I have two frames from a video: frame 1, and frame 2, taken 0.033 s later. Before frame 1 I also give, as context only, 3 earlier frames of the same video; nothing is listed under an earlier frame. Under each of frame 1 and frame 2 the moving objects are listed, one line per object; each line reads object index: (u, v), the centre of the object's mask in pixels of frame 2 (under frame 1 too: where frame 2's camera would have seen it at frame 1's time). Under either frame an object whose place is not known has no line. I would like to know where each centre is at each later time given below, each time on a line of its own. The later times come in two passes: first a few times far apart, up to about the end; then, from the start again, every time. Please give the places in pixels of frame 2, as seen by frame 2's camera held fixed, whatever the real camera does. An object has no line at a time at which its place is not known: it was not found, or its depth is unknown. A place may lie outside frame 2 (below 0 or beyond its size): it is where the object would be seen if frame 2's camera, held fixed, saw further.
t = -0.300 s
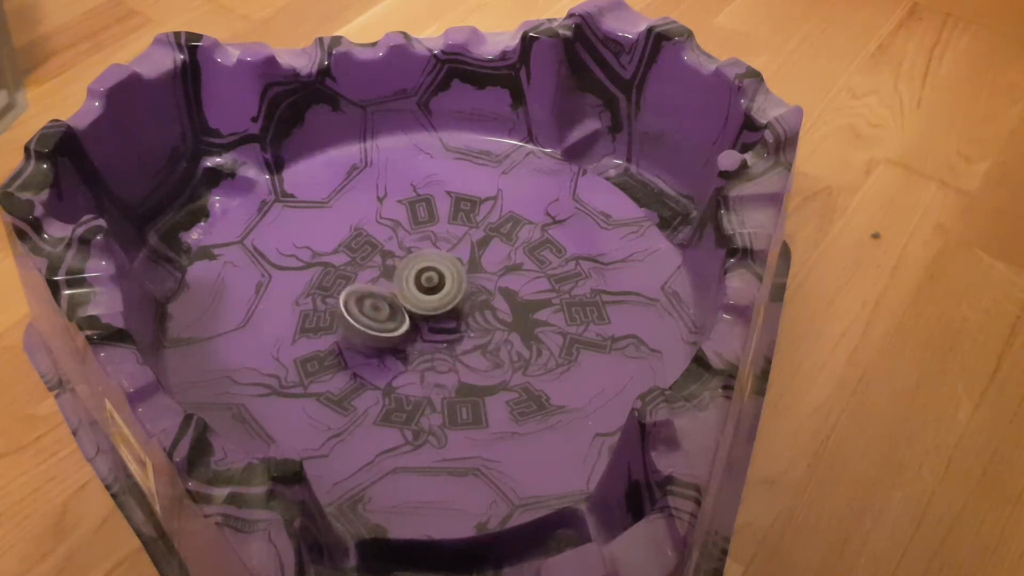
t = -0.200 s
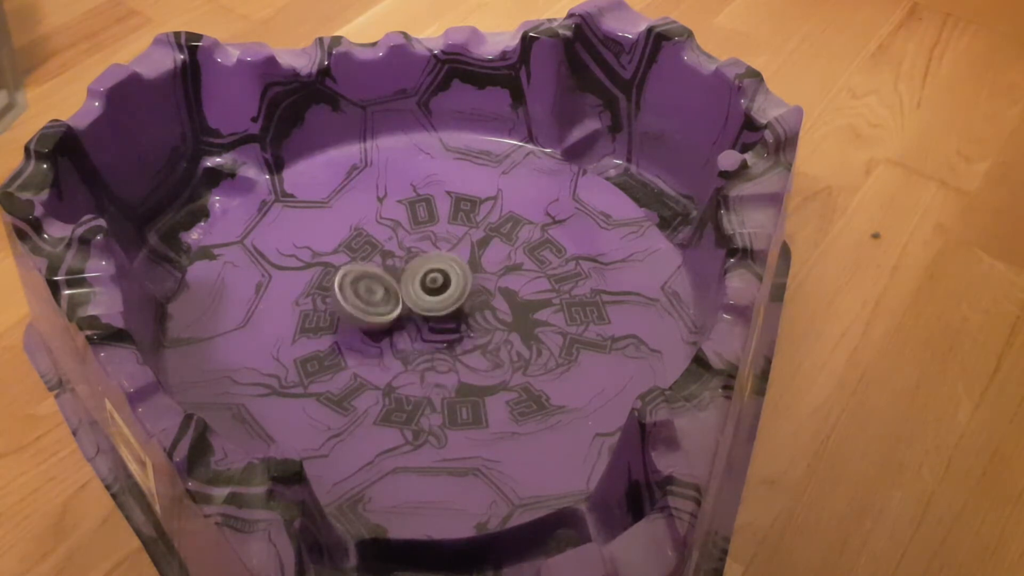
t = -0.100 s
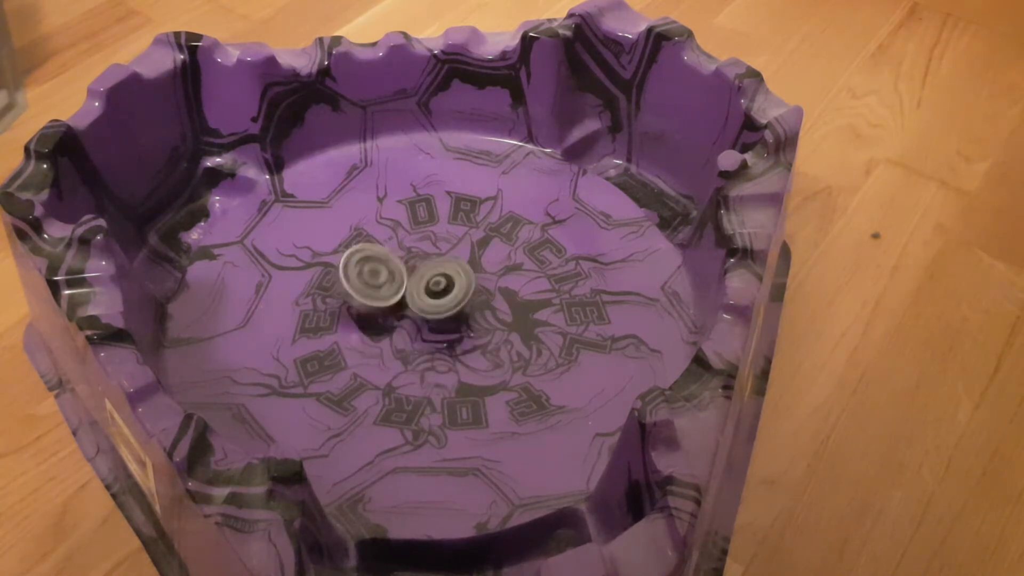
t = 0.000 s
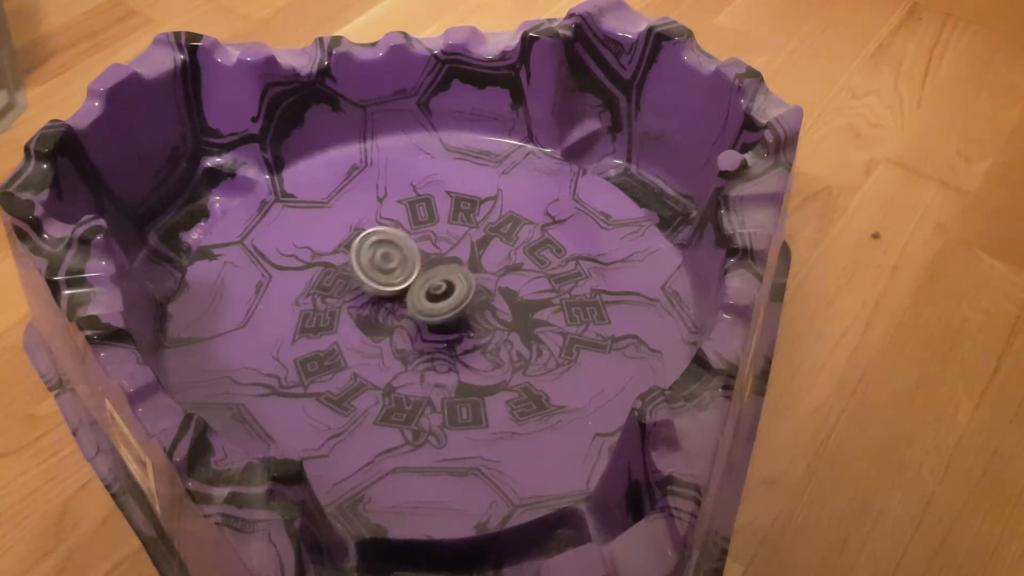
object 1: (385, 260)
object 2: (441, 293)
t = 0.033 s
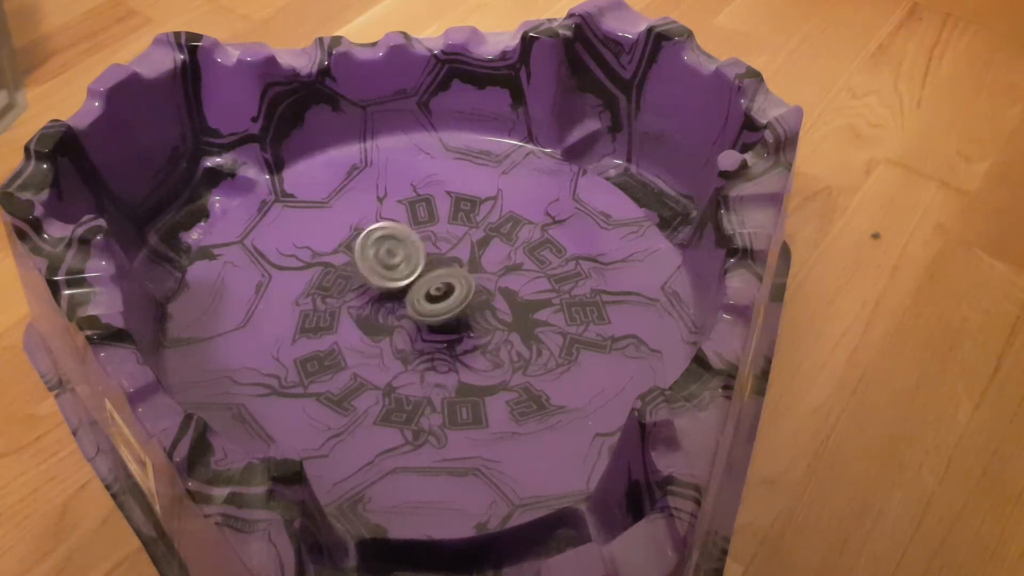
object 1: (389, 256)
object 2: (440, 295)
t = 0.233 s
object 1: (430, 241)
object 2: (432, 304)
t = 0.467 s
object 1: (478, 255)
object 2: (420, 298)
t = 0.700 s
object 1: (497, 295)
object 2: (423, 287)
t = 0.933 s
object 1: (468, 334)
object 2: (435, 287)
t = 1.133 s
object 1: (419, 346)
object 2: (439, 293)
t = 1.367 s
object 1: (372, 324)
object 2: (435, 298)
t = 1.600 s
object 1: (372, 280)
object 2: (430, 296)
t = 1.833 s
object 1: (414, 248)
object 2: (431, 296)
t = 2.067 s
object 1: (467, 254)
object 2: (434, 300)
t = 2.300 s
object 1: (495, 292)
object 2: (432, 302)
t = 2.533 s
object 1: (467, 332)
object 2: (422, 296)
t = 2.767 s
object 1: (409, 338)
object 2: (423, 284)
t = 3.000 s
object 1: (371, 308)
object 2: (435, 280)
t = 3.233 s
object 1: (372, 255)
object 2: (459, 298)
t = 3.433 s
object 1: (406, 237)
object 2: (458, 299)
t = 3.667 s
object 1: (458, 247)
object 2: (454, 301)
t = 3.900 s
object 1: (523, 278)
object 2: (452, 298)
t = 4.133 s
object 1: (571, 279)
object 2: (453, 297)
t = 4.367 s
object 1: (566, 293)
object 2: (454, 297)
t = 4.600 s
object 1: (507, 344)
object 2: (448, 296)
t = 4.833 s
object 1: (502, 375)
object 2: (449, 297)
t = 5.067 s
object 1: (507, 365)
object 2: (449, 297)
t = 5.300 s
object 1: (474, 367)
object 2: (447, 295)
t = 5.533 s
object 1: (465, 373)
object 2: (446, 294)
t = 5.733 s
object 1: (479, 359)
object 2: (448, 296)
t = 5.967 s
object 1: (491, 361)
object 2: (445, 294)
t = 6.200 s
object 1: (469, 362)
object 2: (443, 293)
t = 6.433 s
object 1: (465, 367)
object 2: (442, 295)
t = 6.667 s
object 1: (483, 357)
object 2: (444, 294)
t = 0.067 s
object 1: (396, 252)
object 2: (440, 297)
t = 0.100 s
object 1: (402, 248)
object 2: (439, 299)
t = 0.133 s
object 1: (408, 245)
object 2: (438, 301)
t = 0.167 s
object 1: (415, 243)
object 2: (435, 302)
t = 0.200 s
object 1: (422, 241)
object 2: (433, 303)
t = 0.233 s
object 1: (430, 241)
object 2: (432, 304)
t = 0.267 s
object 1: (437, 241)
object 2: (430, 305)
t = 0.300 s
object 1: (444, 242)
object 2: (428, 304)
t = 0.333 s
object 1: (451, 243)
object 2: (427, 304)
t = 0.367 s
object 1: (458, 245)
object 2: (425, 303)
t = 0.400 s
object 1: (466, 247)
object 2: (423, 302)
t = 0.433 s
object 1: (472, 251)
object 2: (422, 300)
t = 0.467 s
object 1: (478, 255)
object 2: (420, 298)
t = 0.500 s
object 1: (483, 260)
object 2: (419, 296)
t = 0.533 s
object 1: (488, 264)
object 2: (419, 295)
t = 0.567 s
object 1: (492, 269)
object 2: (419, 293)
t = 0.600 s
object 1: (494, 276)
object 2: (420, 291)
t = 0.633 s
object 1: (497, 282)
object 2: (421, 290)
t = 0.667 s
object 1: (497, 289)
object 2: (421, 288)
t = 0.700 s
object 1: (497, 295)
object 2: (423, 287)
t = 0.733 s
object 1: (496, 301)
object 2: (425, 286)
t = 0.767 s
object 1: (494, 307)
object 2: (426, 285)
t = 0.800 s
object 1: (490, 314)
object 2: (428, 285)
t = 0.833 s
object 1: (485, 320)
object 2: (430, 286)
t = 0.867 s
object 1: (480, 325)
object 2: (431, 286)
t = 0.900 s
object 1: (475, 330)
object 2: (433, 287)
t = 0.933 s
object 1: (468, 334)
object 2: (435, 287)
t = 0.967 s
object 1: (461, 338)
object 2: (435, 288)
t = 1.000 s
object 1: (453, 342)
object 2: (437, 289)
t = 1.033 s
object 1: (446, 344)
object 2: (438, 289)
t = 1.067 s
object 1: (436, 346)
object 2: (438, 291)
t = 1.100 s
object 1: (429, 346)
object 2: (439, 292)
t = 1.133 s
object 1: (419, 346)
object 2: (439, 293)
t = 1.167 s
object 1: (411, 345)
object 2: (439, 295)
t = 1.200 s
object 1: (403, 344)
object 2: (437, 296)
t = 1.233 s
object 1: (395, 341)
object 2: (437, 297)
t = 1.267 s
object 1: (387, 337)
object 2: (436, 297)
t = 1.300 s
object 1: (381, 334)
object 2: (436, 298)
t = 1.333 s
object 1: (376, 329)
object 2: (436, 297)
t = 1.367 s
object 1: (372, 324)
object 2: (435, 298)
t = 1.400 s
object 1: (369, 320)
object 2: (434, 298)
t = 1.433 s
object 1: (367, 313)
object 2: (433, 298)
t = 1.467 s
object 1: (366, 306)
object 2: (432, 298)
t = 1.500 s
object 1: (366, 300)
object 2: (432, 298)
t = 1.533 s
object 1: (366, 294)
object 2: (431, 298)
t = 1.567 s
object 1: (369, 287)
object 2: (430, 296)
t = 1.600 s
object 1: (372, 280)
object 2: (430, 296)
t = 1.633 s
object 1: (376, 274)
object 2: (429, 296)
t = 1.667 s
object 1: (381, 268)
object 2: (429, 296)
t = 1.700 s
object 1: (386, 262)
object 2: (430, 295)
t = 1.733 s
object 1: (393, 257)
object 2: (430, 296)
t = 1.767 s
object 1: (399, 253)
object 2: (430, 297)
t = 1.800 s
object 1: (408, 249)
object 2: (431, 296)
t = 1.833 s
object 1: (414, 248)
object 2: (431, 296)
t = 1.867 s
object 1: (423, 246)
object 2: (432, 297)
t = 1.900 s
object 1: (431, 246)
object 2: (433, 297)
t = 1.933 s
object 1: (439, 246)
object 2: (433, 298)
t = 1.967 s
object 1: (447, 247)
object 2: (434, 298)
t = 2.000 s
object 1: (454, 249)
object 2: (434, 299)
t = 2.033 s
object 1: (461, 251)
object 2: (434, 299)
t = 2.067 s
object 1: (467, 254)
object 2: (434, 300)
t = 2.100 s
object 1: (474, 258)
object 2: (435, 300)
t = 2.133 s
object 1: (480, 263)
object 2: (434, 300)
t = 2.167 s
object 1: (485, 268)
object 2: (434, 301)
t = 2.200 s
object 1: (489, 274)
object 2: (434, 301)
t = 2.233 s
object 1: (492, 279)
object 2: (434, 302)
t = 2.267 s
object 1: (494, 285)
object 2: (433, 302)
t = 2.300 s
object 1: (495, 292)
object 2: (432, 302)
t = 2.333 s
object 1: (495, 298)
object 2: (431, 302)
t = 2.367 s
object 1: (494, 304)
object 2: (429, 302)
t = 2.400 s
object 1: (490, 312)
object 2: (428, 301)
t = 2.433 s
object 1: (486, 318)
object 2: (426, 299)
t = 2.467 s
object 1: (480, 322)
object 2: (424, 298)
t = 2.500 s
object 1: (475, 328)
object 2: (423, 297)
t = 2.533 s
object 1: (467, 332)
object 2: (422, 296)
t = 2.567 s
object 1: (461, 336)
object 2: (420, 292)
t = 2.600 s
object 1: (452, 339)
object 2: (419, 290)
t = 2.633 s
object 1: (443, 341)
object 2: (419, 288)
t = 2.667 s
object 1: (432, 342)
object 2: (420, 287)
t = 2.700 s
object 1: (425, 341)
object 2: (420, 285)
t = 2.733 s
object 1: (416, 340)
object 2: (421, 284)
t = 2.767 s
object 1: (409, 338)
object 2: (423, 284)
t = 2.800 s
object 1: (399, 337)
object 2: (426, 281)
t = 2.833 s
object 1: (391, 335)
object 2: (429, 279)
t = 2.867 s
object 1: (384, 331)
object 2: (431, 279)
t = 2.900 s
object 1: (380, 326)
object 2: (433, 280)
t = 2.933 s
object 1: (375, 322)
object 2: (433, 280)
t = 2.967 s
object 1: (373, 314)
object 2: (434, 280)
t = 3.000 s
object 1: (371, 308)
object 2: (435, 280)
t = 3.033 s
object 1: (371, 302)
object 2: (437, 282)
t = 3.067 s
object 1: (369, 296)
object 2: (440, 284)
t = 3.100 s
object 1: (372, 289)
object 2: (441, 286)
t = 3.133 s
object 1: (373, 284)
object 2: (440, 287)
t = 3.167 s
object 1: (372, 274)
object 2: (450, 291)
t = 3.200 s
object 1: (370, 262)
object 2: (457, 296)
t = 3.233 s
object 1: (372, 255)
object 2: (459, 298)
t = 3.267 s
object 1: (376, 250)
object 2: (460, 300)
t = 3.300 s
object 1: (381, 245)
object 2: (460, 300)
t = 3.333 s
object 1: (387, 243)
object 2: (459, 300)
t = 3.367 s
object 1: (393, 240)
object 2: (459, 299)
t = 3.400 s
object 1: (400, 238)
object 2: (459, 298)
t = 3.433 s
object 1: (406, 237)
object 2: (458, 299)
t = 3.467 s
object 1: (414, 237)
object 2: (459, 299)
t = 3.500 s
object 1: (421, 237)
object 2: (459, 298)
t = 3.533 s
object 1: (428, 238)
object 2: (458, 298)
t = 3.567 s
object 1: (436, 240)
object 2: (458, 299)
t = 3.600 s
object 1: (443, 242)
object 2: (458, 300)
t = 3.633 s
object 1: (451, 245)
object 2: (456, 301)
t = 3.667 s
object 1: (458, 247)
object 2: (454, 301)
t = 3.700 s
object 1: (468, 249)
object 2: (454, 300)
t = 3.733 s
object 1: (477, 254)
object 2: (453, 301)
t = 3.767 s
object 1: (487, 259)
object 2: (453, 300)
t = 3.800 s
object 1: (497, 265)
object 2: (452, 300)
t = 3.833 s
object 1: (506, 271)
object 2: (452, 299)
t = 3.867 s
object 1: (514, 275)
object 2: (452, 298)
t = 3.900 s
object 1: (523, 278)
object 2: (452, 298)
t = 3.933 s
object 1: (532, 280)
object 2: (451, 297)
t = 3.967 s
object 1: (542, 281)
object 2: (450, 297)
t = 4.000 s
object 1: (550, 280)
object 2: (450, 297)
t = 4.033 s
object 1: (557, 280)
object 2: (451, 298)
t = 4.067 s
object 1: (564, 279)
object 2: (453, 297)
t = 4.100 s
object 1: (568, 279)
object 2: (453, 297)
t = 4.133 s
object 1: (571, 279)
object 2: (453, 297)
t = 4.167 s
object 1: (573, 279)
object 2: (454, 296)
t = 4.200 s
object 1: (575, 281)
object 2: (455, 297)
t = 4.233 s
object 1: (575, 283)
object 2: (456, 297)
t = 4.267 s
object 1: (574, 284)
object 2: (456, 297)
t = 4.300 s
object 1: (574, 287)
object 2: (456, 297)
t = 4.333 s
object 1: (571, 290)
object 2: (455, 297)
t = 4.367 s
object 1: (566, 293)
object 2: (454, 297)
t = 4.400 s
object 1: (561, 297)
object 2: (453, 296)
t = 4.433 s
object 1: (554, 302)
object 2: (450, 298)
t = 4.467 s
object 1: (545, 309)
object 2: (450, 297)
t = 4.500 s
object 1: (536, 316)
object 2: (452, 296)
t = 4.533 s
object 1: (526, 326)
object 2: (451, 295)
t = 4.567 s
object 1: (516, 335)
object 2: (449, 296)
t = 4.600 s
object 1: (507, 344)
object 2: (448, 296)
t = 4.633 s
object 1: (502, 354)
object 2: (448, 296)
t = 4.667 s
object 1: (500, 362)
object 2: (448, 295)
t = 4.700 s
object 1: (499, 368)
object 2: (448, 295)
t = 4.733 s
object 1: (499, 372)
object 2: (448, 295)
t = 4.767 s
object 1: (501, 374)
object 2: (449, 294)
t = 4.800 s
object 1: (502, 375)
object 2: (449, 295)
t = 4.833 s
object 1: (502, 375)
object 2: (449, 297)
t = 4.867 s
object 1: (503, 376)
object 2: (453, 296)
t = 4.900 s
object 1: (503, 376)
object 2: (453, 296)
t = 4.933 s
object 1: (503, 374)
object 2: (449, 297)
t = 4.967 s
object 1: (504, 371)
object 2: (450, 298)
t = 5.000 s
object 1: (506, 369)
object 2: (451, 298)
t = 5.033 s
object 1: (506, 366)
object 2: (450, 298)
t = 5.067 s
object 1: (507, 365)
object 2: (449, 297)
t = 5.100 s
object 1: (506, 365)
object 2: (449, 297)
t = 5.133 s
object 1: (504, 364)
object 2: (448, 296)
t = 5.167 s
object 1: (499, 364)
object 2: (447, 296)
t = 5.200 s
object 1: (493, 364)
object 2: (447, 296)
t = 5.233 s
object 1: (489, 364)
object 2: (447, 296)
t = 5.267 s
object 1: (482, 365)
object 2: (447, 295)
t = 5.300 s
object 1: (474, 367)
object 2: (447, 295)
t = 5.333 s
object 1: (469, 369)
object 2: (446, 295)
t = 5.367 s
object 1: (466, 371)
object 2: (446, 295)
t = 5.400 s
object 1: (466, 373)
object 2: (446, 294)
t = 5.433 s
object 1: (465, 374)
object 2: (446, 294)
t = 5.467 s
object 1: (465, 374)
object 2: (446, 294)
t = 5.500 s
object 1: (466, 374)
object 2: (445, 294)
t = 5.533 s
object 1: (465, 373)
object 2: (446, 294)
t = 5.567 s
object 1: (466, 371)
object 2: (446, 294)
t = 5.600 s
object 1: (466, 369)
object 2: (447, 296)
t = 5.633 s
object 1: (468, 367)
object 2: (448, 296)
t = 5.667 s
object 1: (470, 364)
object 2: (448, 296)
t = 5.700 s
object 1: (473, 361)
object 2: (448, 296)
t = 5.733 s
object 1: (479, 359)
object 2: (448, 296)
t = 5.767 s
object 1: (482, 360)
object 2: (447, 296)
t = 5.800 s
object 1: (487, 360)
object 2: (448, 296)
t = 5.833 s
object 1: (488, 361)
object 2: (447, 295)
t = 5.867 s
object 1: (490, 361)
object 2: (446, 295)
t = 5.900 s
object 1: (490, 361)
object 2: (445, 295)
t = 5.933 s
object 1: (491, 361)
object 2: (445, 294)
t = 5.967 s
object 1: (491, 361)
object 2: (445, 294)
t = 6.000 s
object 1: (489, 361)
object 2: (445, 294)
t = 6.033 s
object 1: (488, 360)
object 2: (444, 294)
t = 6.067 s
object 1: (486, 359)
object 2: (443, 294)
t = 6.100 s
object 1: (481, 359)
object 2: (444, 294)
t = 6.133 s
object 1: (478, 359)
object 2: (443, 294)
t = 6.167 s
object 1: (473, 360)
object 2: (443, 293)
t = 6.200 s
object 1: (469, 362)
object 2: (443, 293)
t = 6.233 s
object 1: (466, 364)
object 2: (442, 293)
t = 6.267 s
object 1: (465, 366)
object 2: (442, 292)
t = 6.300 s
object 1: (464, 367)
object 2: (441, 290)
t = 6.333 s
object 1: (464, 368)
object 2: (442, 290)
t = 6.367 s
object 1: (464, 368)
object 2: (443, 289)
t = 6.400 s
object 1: (465, 368)
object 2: (443, 295)
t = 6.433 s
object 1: (465, 367)
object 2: (442, 295)
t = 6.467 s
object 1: (466, 365)
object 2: (443, 295)
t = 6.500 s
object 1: (467, 363)
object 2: (443, 294)
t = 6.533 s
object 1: (469, 361)
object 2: (442, 295)
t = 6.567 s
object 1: (472, 359)
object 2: (443, 295)
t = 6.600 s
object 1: (476, 358)
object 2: (443, 295)
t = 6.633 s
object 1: (480, 357)
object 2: (444, 295)
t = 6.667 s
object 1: (483, 357)
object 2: (444, 294)
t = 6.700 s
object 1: (486, 357)
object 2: (442, 293)
